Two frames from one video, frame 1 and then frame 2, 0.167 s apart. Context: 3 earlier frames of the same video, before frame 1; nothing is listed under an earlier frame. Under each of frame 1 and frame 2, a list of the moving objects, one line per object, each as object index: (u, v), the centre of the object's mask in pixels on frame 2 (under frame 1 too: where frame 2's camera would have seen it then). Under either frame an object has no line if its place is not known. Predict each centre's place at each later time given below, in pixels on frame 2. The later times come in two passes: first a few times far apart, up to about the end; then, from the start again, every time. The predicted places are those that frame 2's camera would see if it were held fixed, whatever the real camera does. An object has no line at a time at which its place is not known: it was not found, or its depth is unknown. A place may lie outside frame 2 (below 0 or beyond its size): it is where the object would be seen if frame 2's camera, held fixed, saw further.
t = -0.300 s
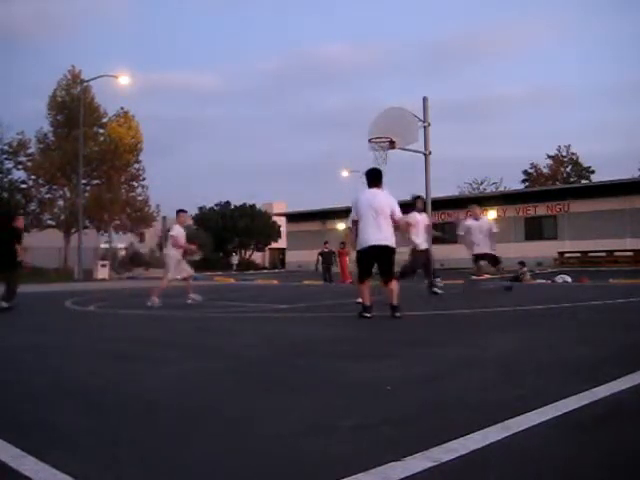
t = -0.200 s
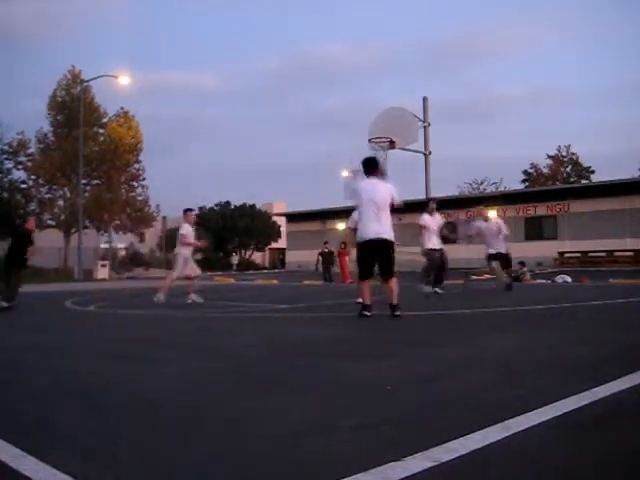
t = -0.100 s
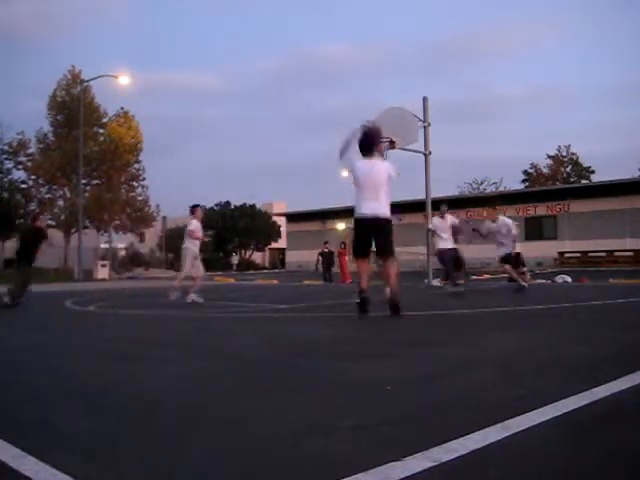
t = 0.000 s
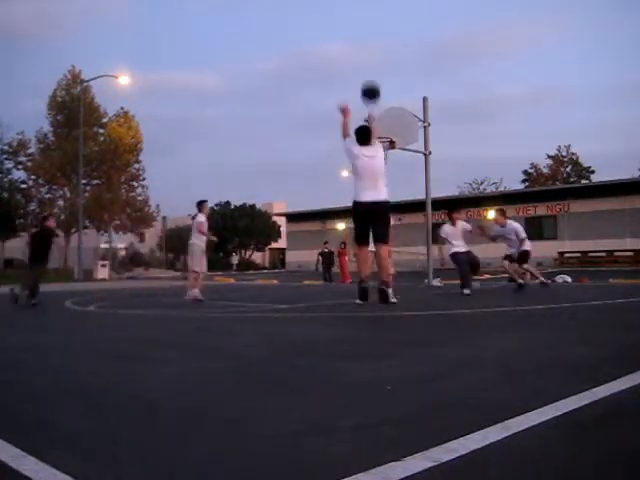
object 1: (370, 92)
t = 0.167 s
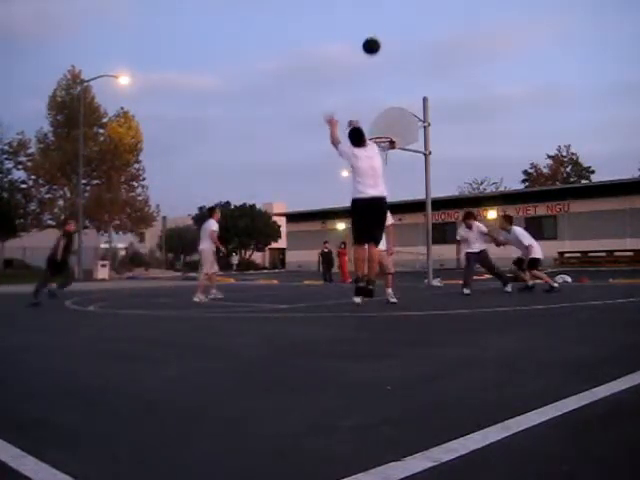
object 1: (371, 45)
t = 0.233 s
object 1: (371, 35)
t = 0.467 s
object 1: (373, 25)
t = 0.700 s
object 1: (375, 45)
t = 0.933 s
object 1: (378, 88)
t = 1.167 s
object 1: (380, 148)
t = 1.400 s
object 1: (381, 168)
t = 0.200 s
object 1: (371, 40)
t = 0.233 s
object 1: (371, 35)
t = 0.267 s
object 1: (371, 31)
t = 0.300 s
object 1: (372, 28)
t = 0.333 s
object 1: (372, 26)
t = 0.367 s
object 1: (372, 25)
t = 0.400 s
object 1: (373, 24)
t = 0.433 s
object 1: (373, 24)
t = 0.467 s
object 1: (373, 25)
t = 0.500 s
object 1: (373, 26)
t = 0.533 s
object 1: (374, 28)
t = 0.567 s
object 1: (374, 30)
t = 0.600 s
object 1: (374, 33)
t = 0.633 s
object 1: (375, 37)
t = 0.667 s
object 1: (375, 41)
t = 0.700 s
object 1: (375, 45)
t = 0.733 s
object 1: (376, 50)
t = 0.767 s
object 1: (376, 55)
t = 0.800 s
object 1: (376, 61)
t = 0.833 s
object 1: (377, 67)
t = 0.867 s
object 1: (377, 74)
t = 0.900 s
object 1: (377, 81)
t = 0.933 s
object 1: (378, 88)
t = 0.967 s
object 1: (378, 96)
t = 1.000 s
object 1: (378, 103)
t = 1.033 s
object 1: (379, 111)
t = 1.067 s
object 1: (379, 120)
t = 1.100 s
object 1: (380, 129)
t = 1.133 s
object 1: (379, 138)
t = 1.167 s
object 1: (380, 148)
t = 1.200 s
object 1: (381, 151)
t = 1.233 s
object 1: (381, 153)
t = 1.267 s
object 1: (381, 155)
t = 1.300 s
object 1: (381, 158)
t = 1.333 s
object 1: (381, 160)
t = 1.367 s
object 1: (381, 163)
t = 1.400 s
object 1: (381, 168)
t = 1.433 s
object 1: (381, 173)
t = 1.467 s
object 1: (381, 177)
